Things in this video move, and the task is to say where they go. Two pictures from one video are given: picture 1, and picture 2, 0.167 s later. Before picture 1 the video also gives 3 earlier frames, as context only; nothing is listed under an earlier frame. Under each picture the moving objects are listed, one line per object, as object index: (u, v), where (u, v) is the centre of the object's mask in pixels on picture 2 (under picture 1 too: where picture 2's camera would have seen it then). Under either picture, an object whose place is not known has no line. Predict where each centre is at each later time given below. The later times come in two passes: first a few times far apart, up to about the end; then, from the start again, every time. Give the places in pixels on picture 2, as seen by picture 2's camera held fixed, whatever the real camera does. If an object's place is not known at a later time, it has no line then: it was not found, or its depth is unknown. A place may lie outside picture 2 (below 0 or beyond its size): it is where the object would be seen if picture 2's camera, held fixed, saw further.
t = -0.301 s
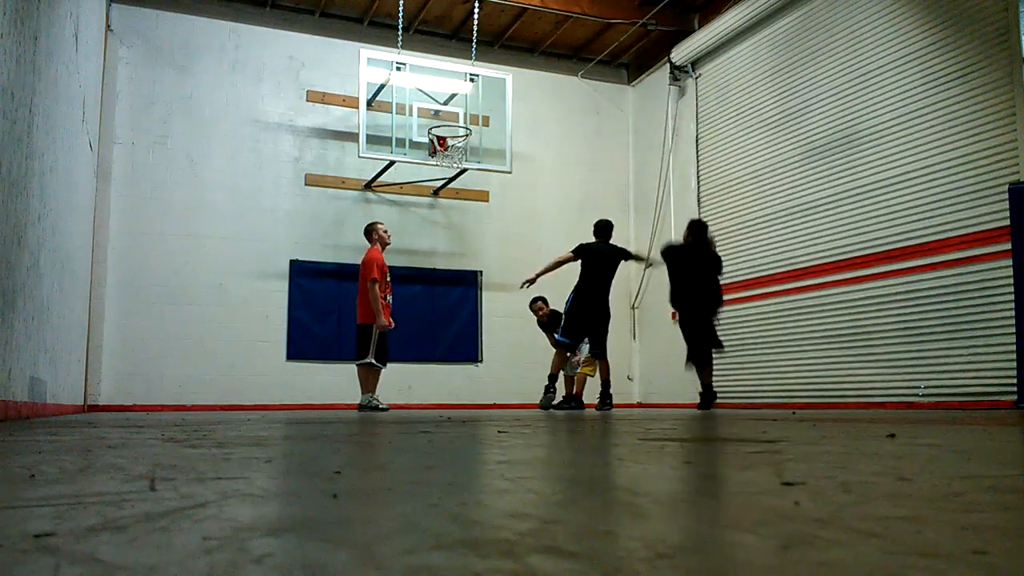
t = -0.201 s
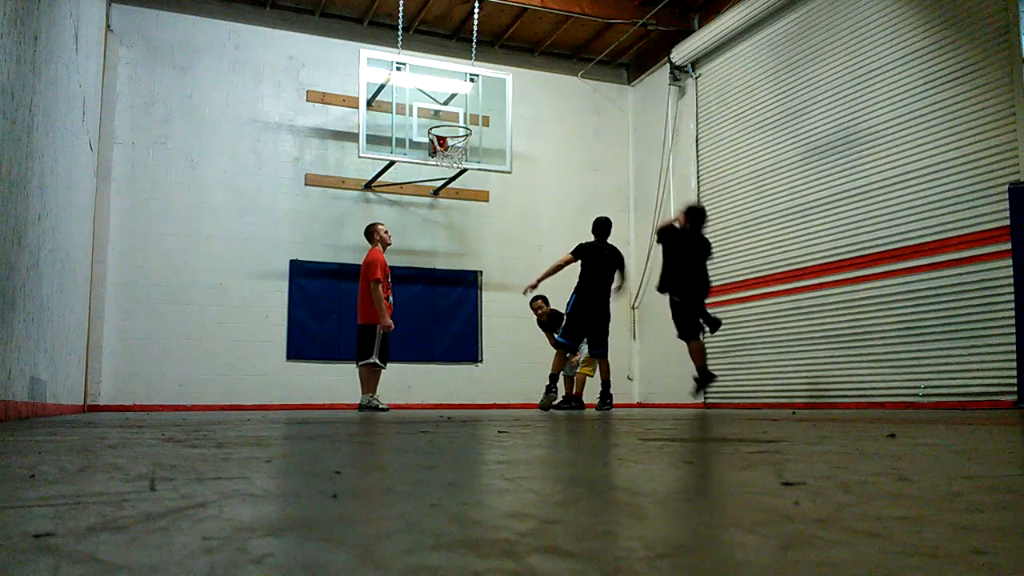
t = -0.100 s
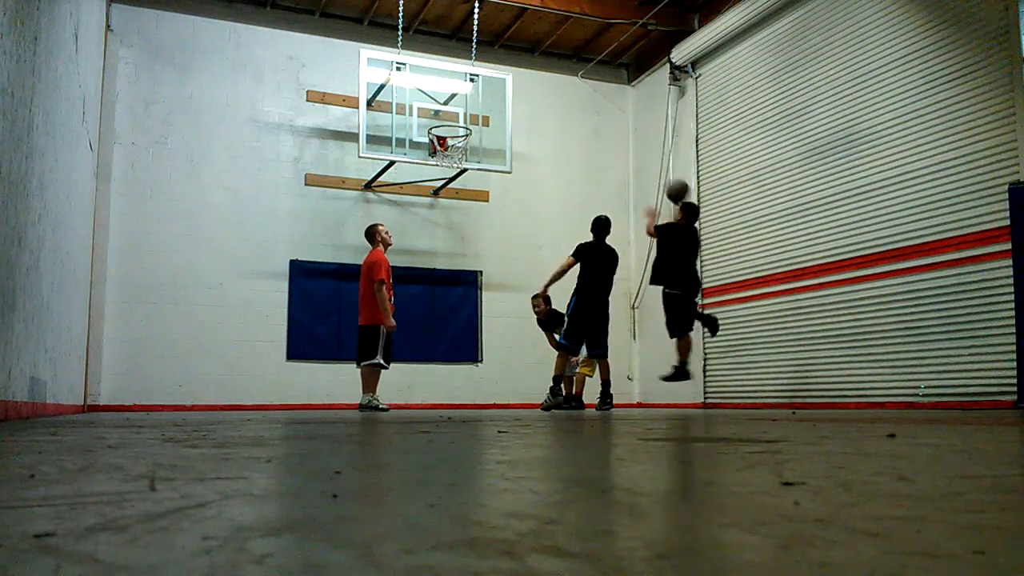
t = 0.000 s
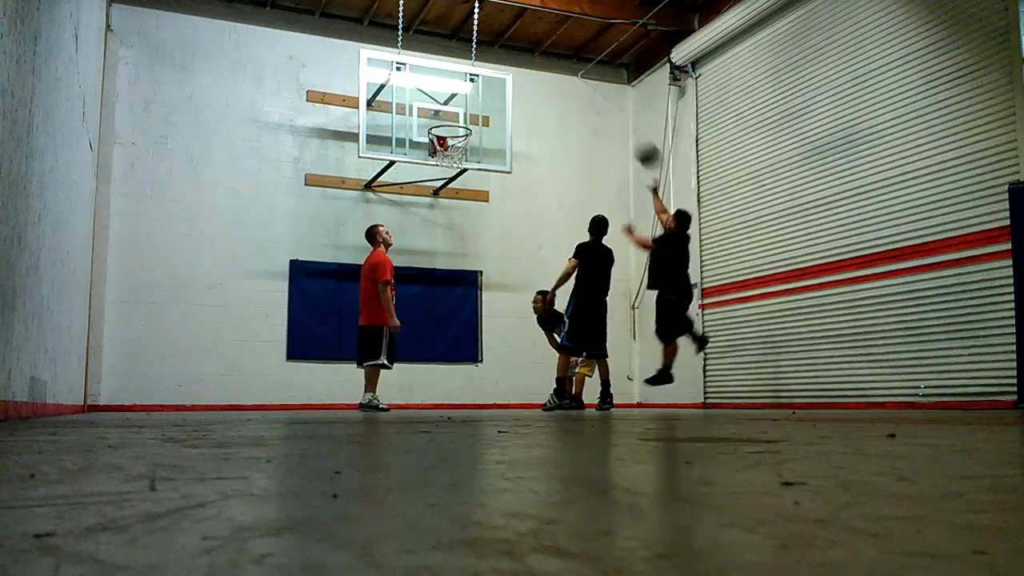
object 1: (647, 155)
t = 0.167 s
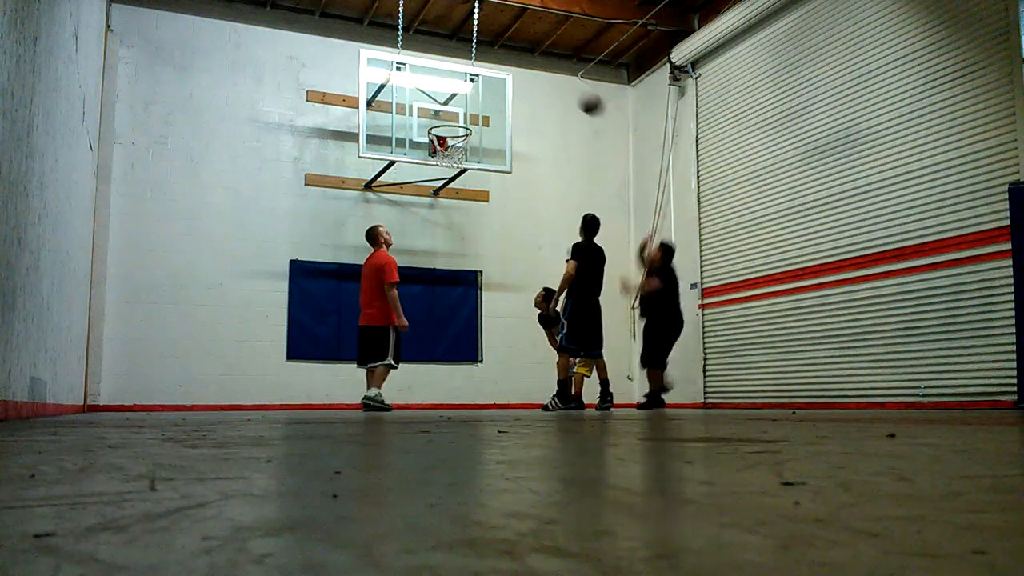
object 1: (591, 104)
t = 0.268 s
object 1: (558, 86)
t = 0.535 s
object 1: (477, 81)
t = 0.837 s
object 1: (393, 144)
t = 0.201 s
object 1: (580, 97)
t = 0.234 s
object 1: (570, 90)
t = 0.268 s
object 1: (558, 86)
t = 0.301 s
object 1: (548, 82)
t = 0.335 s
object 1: (537, 78)
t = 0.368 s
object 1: (527, 76)
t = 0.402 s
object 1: (517, 75)
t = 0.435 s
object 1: (507, 75)
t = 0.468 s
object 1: (496, 76)
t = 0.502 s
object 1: (487, 78)
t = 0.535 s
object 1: (477, 81)
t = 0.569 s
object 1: (468, 85)
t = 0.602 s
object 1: (456, 91)
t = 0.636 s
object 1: (447, 96)
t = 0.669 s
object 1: (438, 101)
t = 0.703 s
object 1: (427, 110)
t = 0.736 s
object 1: (416, 118)
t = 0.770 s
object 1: (408, 127)
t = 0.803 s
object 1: (397, 139)
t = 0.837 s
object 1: (393, 144)
